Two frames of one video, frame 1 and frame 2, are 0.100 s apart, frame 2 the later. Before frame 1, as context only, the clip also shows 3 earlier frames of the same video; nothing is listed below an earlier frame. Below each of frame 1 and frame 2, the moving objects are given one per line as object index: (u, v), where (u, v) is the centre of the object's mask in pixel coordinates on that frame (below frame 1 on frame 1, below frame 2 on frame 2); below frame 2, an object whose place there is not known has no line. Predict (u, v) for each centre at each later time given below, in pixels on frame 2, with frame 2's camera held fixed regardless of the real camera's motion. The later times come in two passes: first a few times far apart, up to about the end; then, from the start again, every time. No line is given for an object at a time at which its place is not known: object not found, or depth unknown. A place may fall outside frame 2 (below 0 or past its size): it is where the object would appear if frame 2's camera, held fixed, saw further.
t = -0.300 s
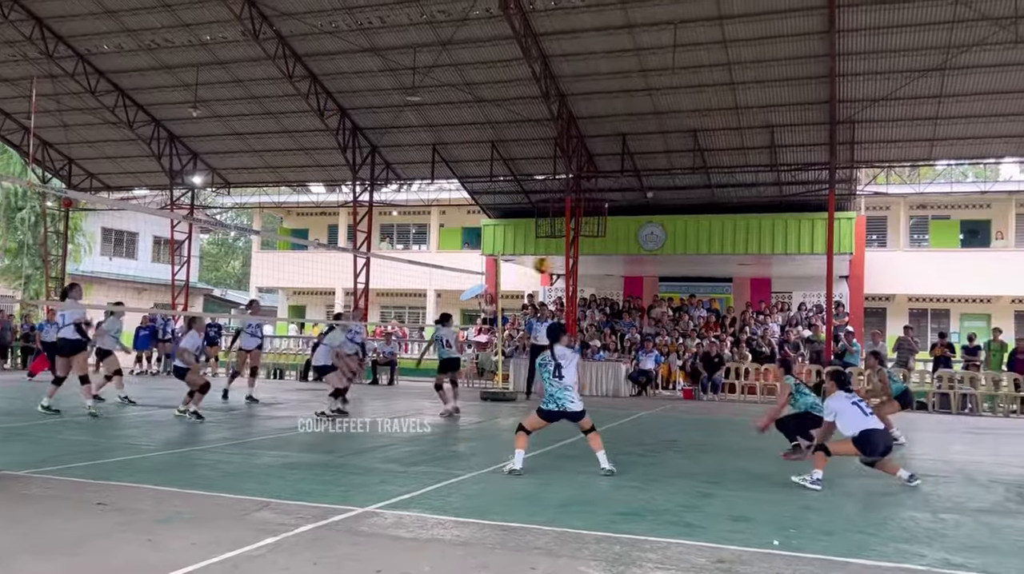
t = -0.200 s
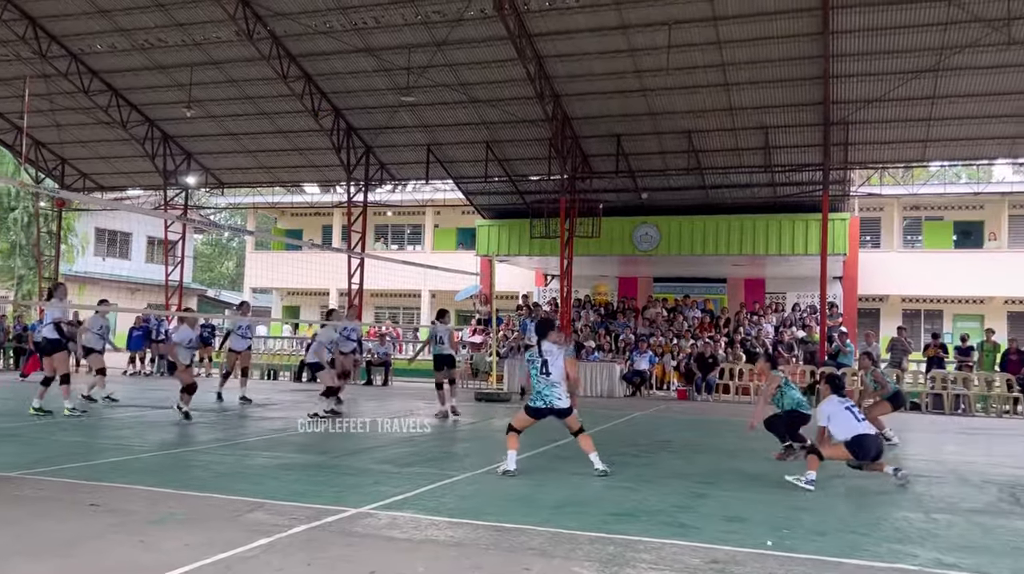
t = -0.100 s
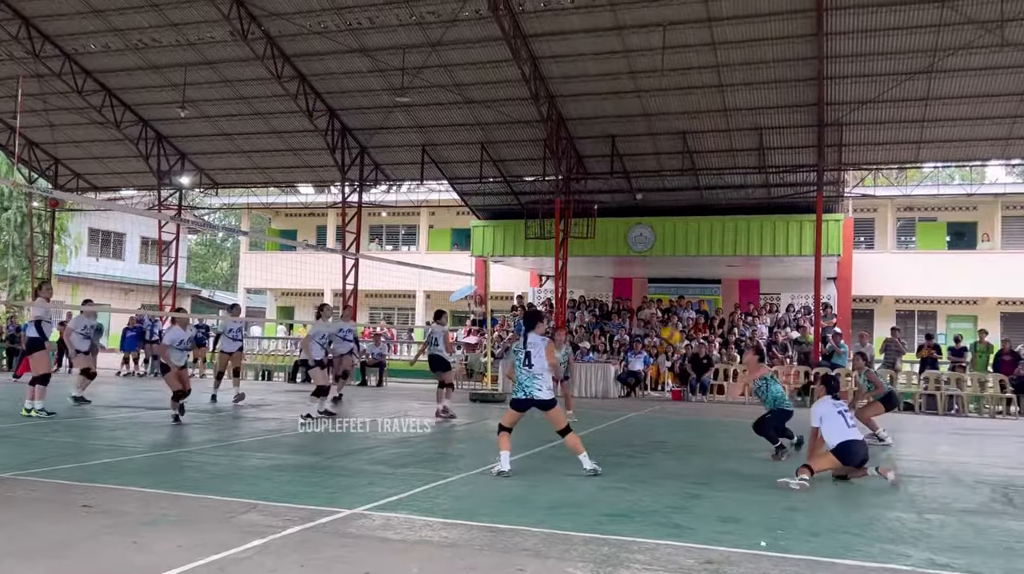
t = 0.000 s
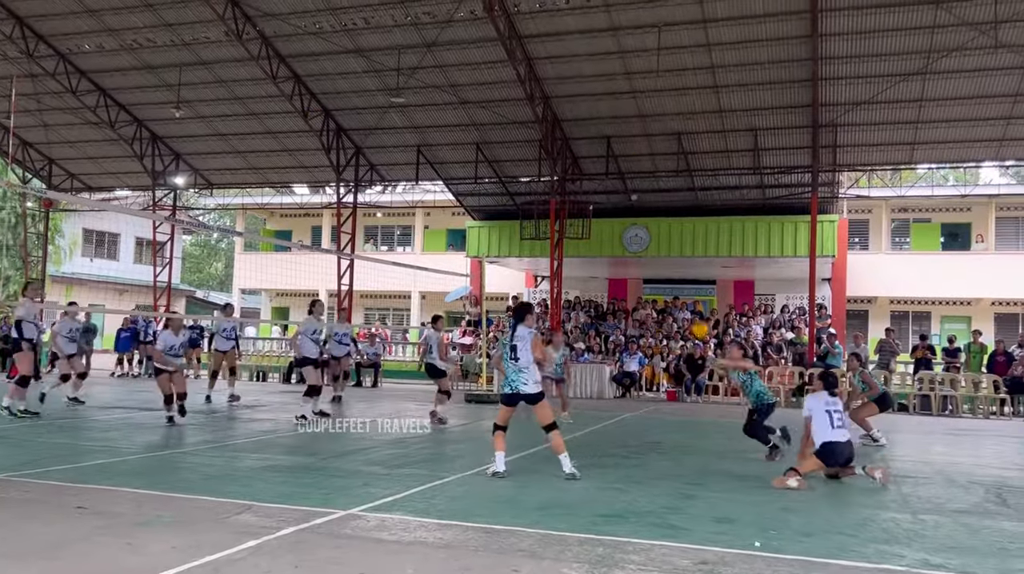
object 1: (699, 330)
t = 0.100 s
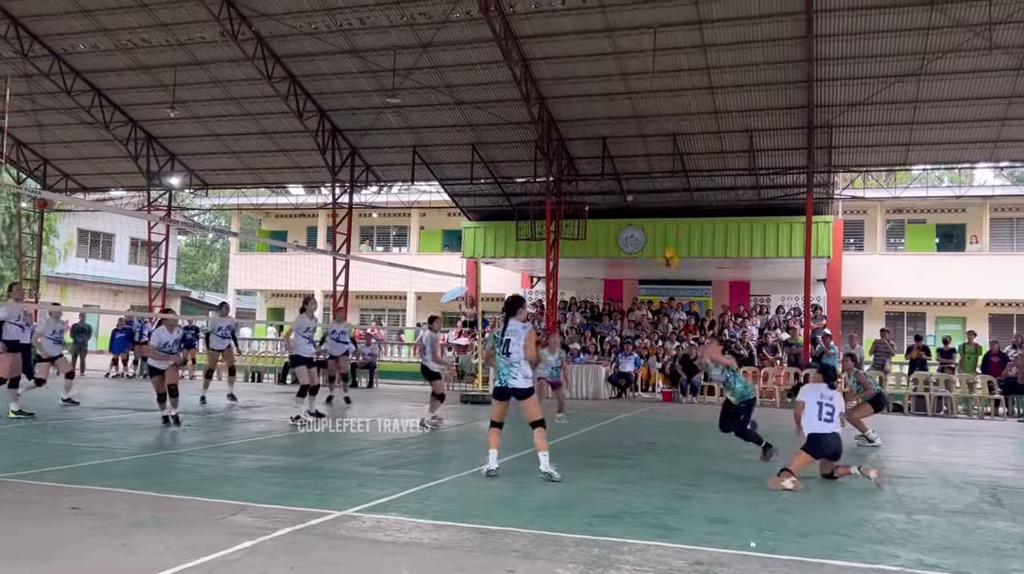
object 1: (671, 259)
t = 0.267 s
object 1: (628, 163)
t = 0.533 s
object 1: (569, 76)
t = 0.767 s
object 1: (520, 55)
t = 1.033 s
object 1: (470, 81)
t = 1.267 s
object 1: (430, 143)
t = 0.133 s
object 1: (660, 235)
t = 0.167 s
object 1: (652, 213)
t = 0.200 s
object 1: (643, 196)
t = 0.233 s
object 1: (636, 179)
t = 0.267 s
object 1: (628, 163)
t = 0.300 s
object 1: (619, 147)
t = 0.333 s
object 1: (612, 135)
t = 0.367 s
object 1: (604, 123)
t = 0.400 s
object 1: (597, 112)
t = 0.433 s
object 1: (591, 101)
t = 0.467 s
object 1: (583, 92)
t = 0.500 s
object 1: (574, 82)
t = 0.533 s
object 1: (569, 76)
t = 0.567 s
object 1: (562, 72)
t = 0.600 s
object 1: (554, 65)
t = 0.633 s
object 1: (547, 62)
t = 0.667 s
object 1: (541, 59)
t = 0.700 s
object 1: (534, 56)
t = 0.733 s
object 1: (527, 56)
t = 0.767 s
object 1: (520, 55)
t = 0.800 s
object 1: (515, 54)
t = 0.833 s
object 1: (509, 56)
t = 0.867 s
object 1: (502, 59)
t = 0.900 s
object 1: (495, 61)
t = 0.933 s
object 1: (488, 65)
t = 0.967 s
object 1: (483, 71)
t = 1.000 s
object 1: (477, 75)
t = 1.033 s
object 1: (470, 81)
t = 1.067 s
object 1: (465, 88)
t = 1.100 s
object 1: (458, 96)
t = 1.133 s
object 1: (453, 104)
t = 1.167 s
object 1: (447, 114)
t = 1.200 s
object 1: (440, 123)
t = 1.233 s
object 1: (433, 133)
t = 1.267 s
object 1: (430, 143)
